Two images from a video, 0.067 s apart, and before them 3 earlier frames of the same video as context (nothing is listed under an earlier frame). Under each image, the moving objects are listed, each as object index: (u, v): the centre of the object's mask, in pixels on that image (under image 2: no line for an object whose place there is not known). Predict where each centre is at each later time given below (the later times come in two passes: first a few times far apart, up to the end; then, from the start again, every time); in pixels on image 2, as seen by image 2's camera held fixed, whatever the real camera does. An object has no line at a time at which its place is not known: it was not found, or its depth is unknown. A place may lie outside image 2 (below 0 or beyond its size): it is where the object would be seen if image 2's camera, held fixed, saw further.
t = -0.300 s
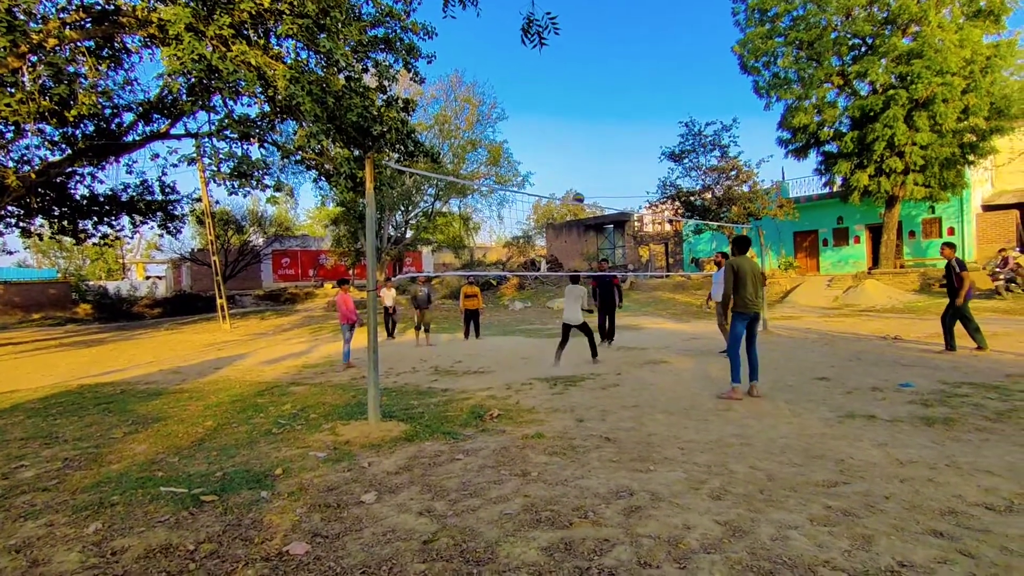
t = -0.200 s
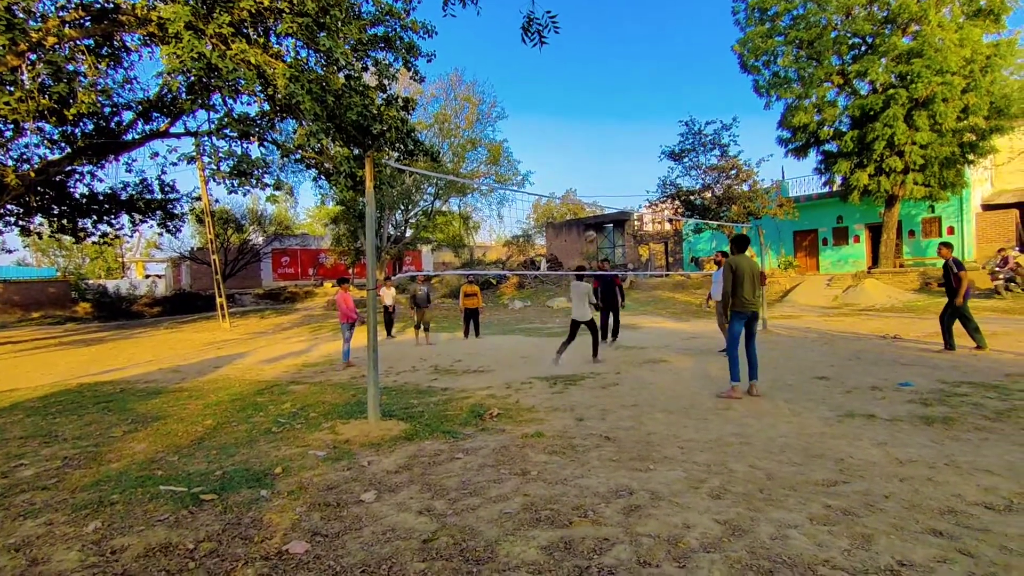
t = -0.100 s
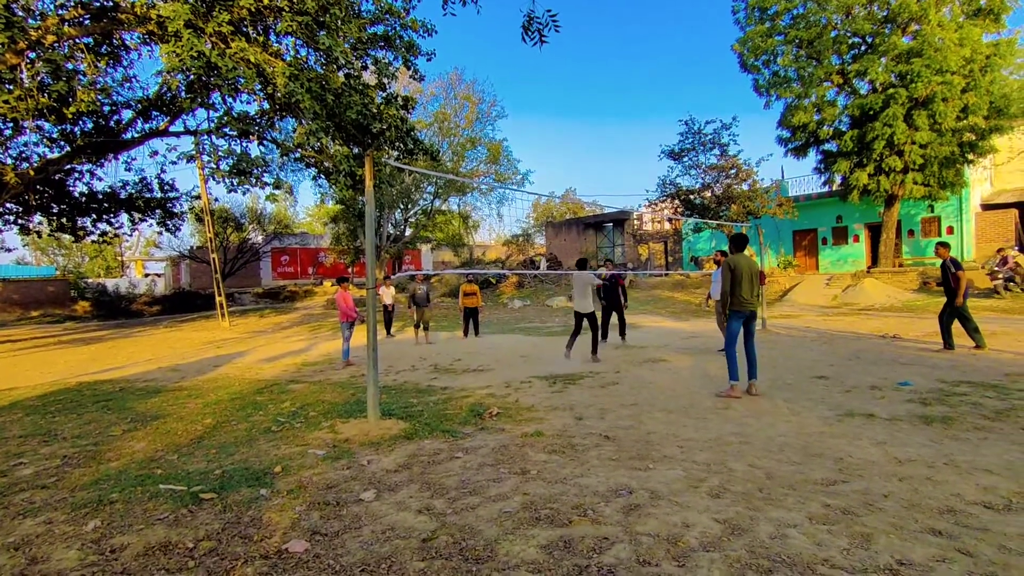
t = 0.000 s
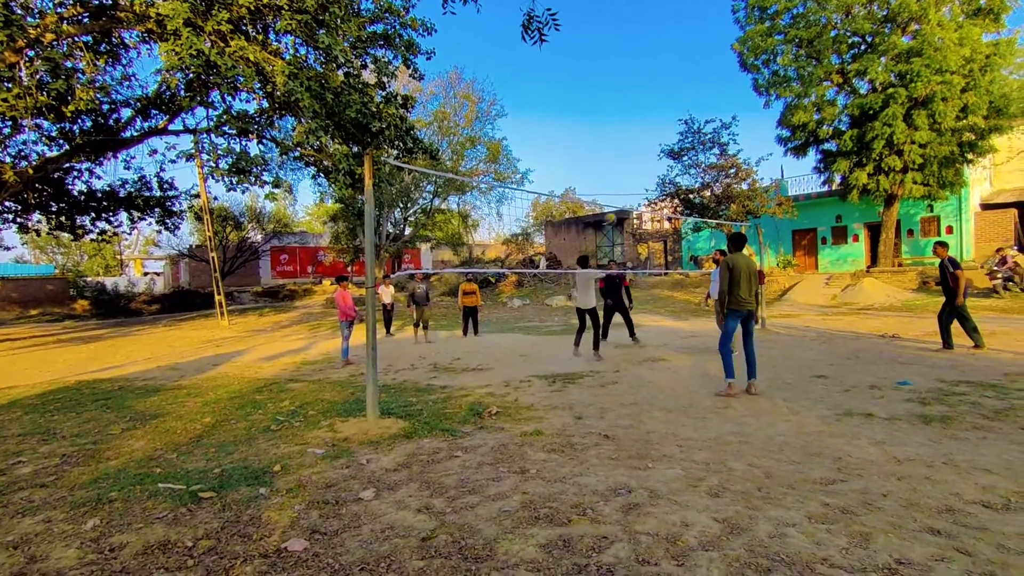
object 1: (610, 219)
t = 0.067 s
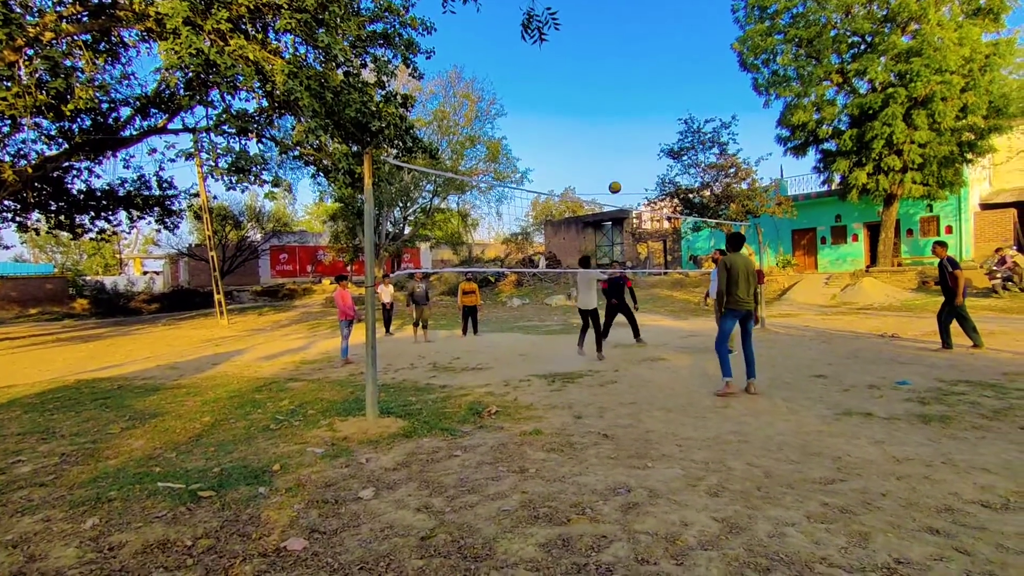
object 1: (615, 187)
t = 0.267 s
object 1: (629, 111)
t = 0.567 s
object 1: (651, 44)
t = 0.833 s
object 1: (671, 31)
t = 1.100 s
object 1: (692, 58)
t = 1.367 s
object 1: (713, 125)
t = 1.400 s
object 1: (716, 136)
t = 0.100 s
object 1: (617, 173)
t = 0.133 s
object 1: (620, 159)
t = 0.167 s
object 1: (622, 146)
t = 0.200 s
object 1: (624, 133)
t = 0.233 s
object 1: (626, 122)
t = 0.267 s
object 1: (629, 111)
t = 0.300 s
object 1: (631, 101)
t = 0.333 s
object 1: (634, 91)
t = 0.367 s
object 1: (636, 82)
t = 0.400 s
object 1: (639, 74)
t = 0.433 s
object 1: (641, 67)
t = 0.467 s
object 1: (644, 60)
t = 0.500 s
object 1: (646, 54)
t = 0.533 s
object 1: (648, 49)
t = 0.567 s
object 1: (651, 44)
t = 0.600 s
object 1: (653, 40)
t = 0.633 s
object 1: (656, 37)
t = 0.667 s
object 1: (658, 34)
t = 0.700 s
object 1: (661, 32)
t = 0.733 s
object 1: (664, 31)
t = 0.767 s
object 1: (666, 30)
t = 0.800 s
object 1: (668, 30)
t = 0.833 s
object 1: (671, 31)
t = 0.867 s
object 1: (674, 32)
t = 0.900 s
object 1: (676, 34)
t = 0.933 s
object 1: (678, 36)
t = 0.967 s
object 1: (681, 39)
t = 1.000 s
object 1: (684, 43)
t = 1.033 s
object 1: (686, 48)
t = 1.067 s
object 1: (689, 53)
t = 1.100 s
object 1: (692, 58)
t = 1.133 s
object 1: (694, 65)
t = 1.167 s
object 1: (697, 71)
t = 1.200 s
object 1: (700, 79)
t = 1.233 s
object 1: (703, 87)
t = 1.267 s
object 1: (705, 96)
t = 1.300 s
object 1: (708, 105)
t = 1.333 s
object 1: (711, 115)
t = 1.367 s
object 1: (713, 125)
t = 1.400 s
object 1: (716, 136)
